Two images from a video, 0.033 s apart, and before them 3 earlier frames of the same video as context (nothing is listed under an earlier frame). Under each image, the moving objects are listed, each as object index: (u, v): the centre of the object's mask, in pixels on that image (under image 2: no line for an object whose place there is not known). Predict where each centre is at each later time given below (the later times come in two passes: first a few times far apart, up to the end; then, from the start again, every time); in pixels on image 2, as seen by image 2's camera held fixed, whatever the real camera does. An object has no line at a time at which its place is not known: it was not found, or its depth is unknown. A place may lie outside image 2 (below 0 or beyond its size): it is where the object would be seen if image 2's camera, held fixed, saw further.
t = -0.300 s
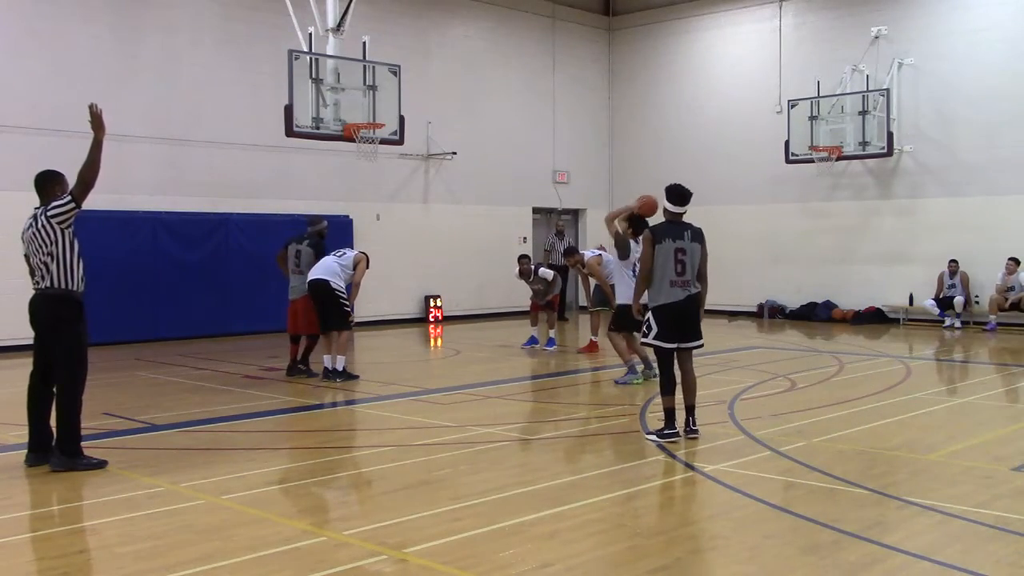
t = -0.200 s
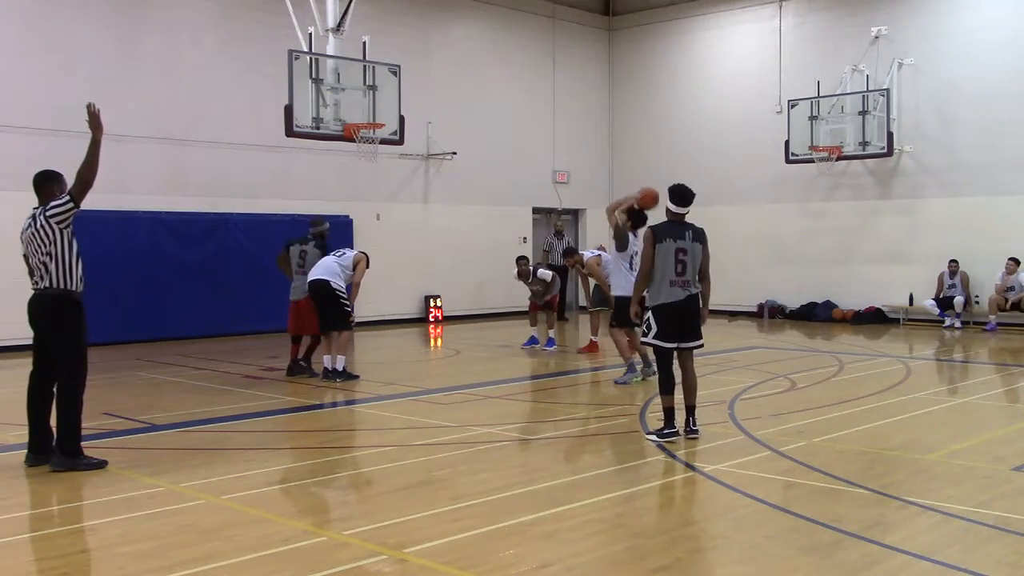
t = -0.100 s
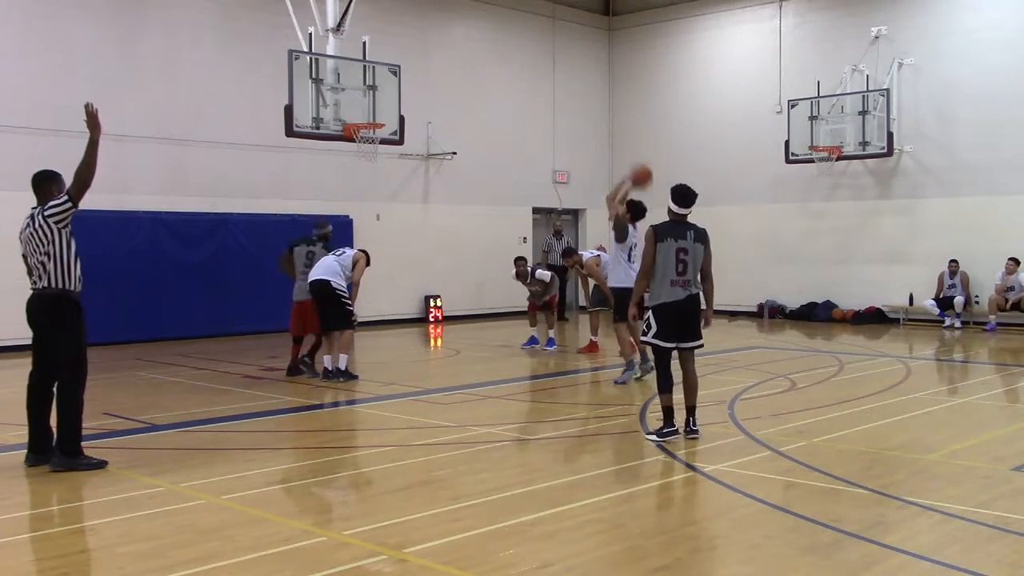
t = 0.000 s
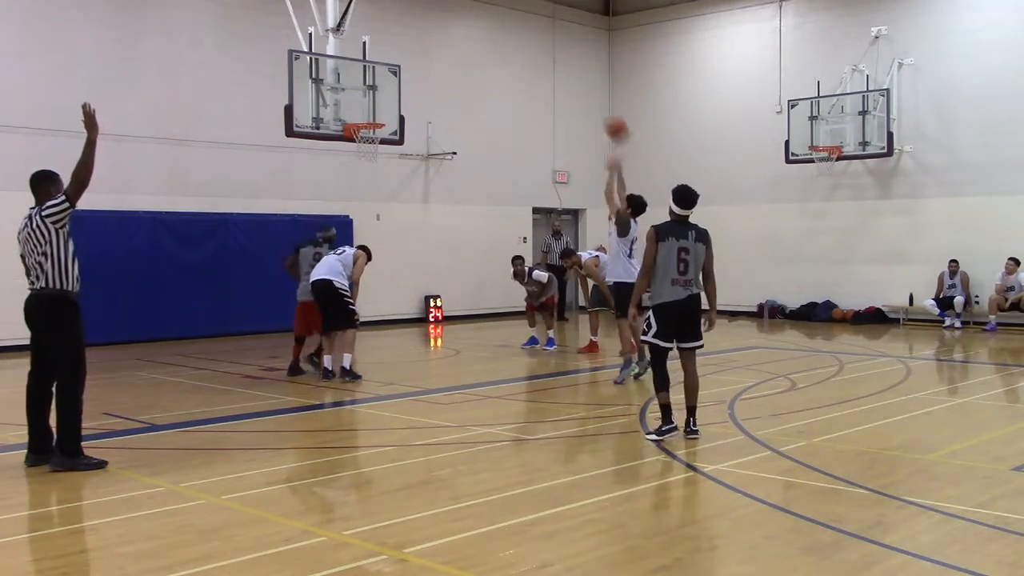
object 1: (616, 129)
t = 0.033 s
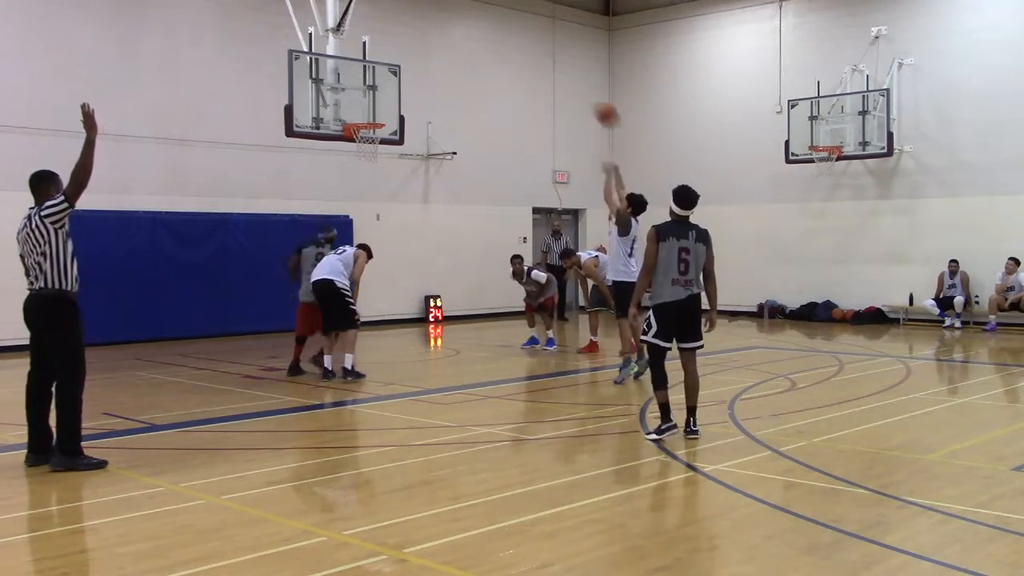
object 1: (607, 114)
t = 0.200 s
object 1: (556, 57)
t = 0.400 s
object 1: (500, 25)
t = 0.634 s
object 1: (443, 31)
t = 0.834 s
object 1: (399, 69)
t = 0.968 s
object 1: (372, 112)
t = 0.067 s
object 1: (596, 100)
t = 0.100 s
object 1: (585, 87)
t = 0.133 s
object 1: (575, 75)
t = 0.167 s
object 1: (565, 65)
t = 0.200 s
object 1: (556, 57)
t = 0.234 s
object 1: (546, 49)
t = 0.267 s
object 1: (536, 42)
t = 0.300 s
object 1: (527, 36)
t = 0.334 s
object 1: (518, 32)
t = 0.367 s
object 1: (509, 28)
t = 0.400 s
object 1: (500, 25)
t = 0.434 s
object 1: (492, 23)
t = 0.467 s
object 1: (483, 22)
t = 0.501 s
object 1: (475, 22)
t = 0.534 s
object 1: (467, 23)
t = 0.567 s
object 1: (459, 25)
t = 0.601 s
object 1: (451, 28)
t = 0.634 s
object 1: (443, 31)
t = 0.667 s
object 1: (435, 36)
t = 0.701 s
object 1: (428, 41)
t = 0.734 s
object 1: (420, 47)
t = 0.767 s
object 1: (413, 54)
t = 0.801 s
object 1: (406, 61)
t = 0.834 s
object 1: (399, 69)
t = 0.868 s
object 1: (391, 79)
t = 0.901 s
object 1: (385, 89)
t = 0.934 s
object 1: (379, 99)
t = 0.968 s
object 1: (372, 112)
